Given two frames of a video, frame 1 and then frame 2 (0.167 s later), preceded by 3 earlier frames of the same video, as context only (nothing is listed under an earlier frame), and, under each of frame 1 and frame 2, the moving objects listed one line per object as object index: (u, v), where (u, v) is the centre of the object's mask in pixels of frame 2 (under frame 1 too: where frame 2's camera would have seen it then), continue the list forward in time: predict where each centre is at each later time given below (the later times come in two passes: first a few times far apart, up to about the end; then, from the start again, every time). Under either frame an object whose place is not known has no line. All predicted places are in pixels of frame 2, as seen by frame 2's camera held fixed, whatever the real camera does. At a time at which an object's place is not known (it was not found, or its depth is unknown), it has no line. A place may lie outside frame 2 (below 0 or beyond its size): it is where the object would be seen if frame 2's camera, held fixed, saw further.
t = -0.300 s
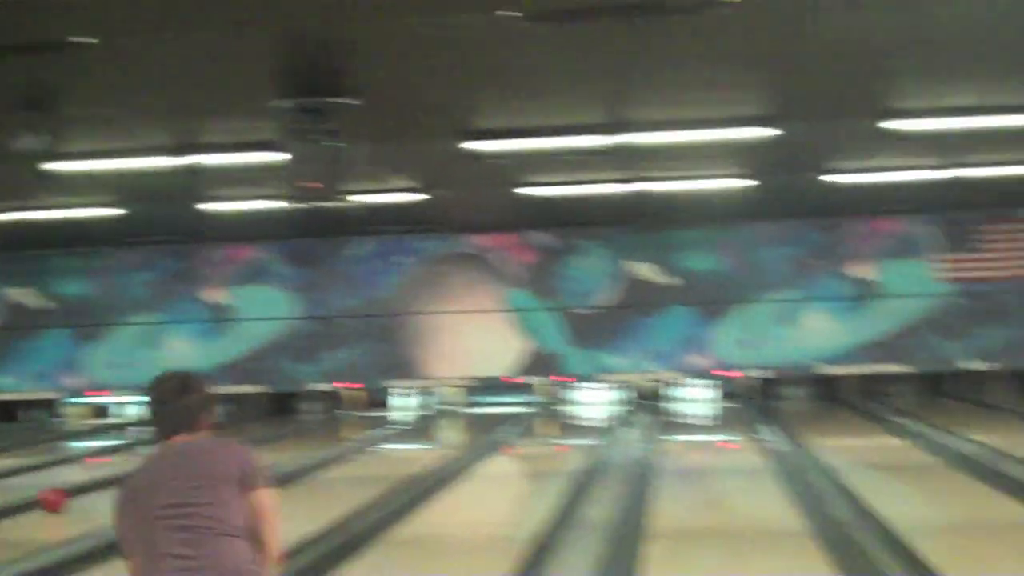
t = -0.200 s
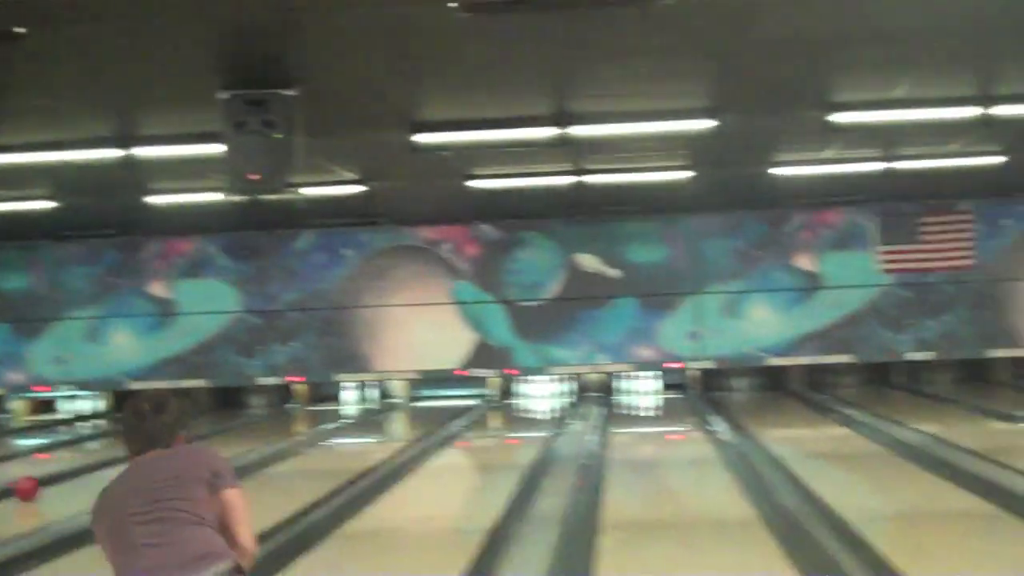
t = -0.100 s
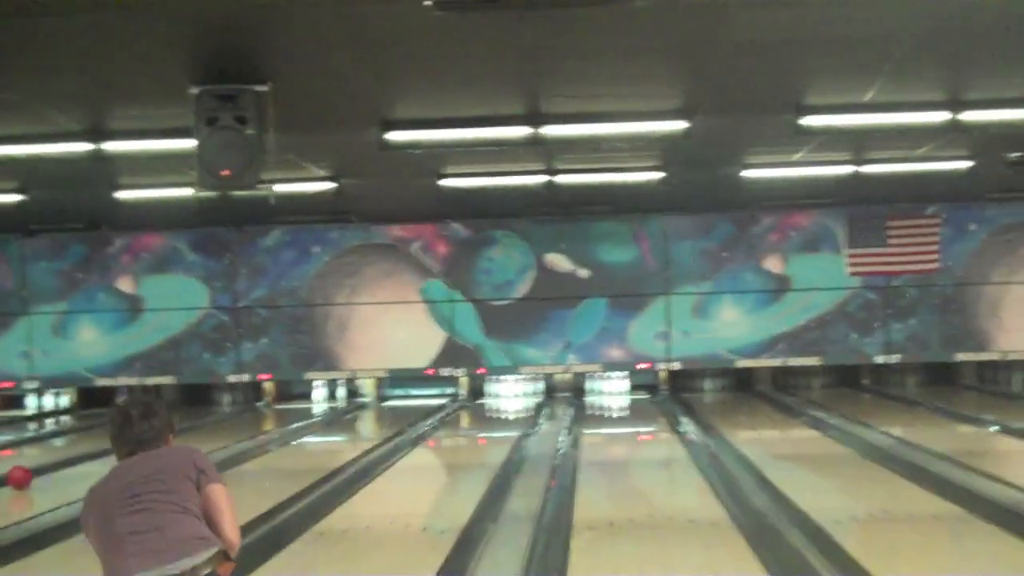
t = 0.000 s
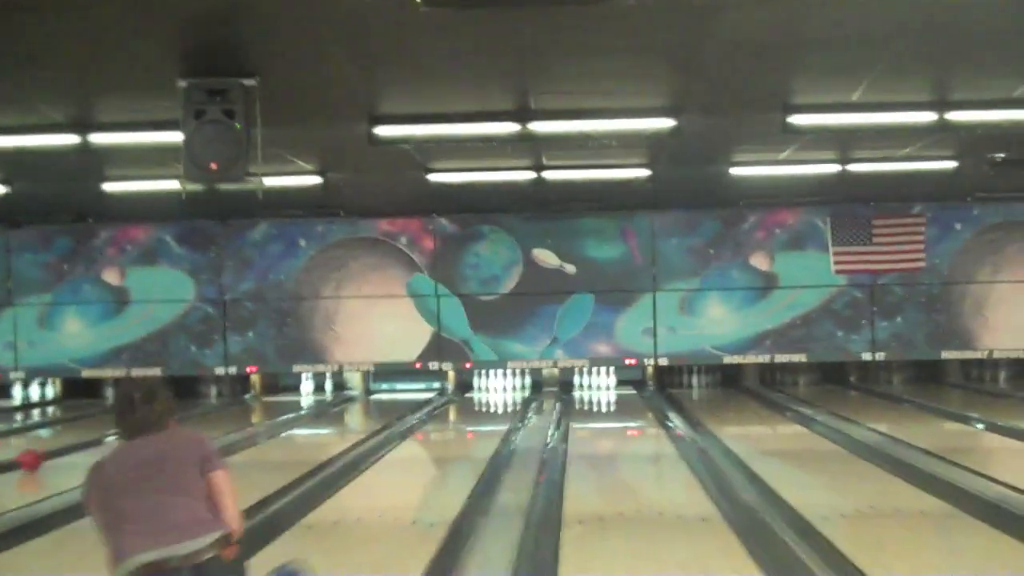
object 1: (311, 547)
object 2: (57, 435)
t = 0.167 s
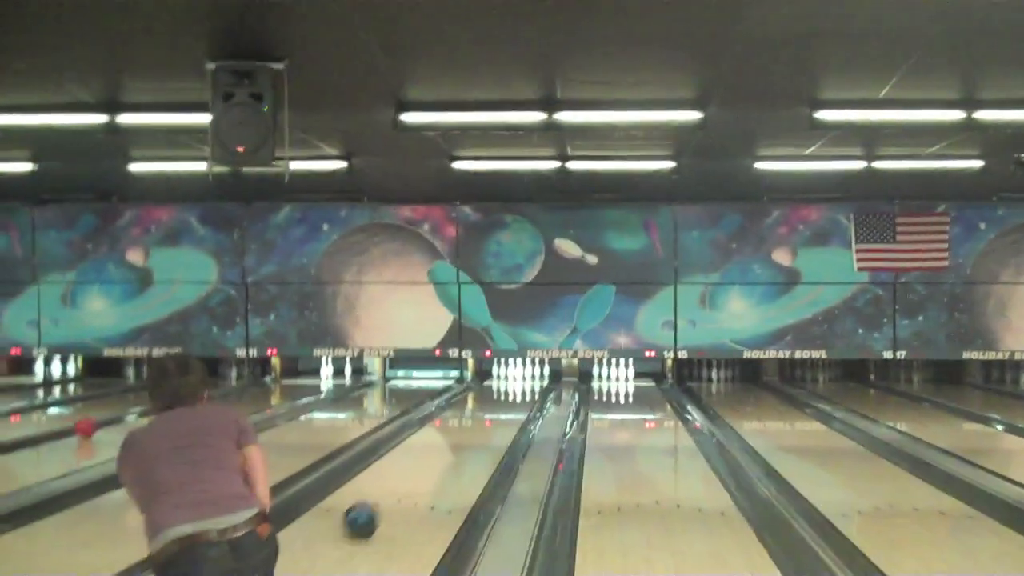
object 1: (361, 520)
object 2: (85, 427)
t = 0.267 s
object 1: (385, 502)
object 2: (103, 425)
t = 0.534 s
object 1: (435, 458)
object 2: (151, 409)
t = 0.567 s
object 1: (439, 454)
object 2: (155, 408)
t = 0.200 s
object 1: (368, 516)
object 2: (90, 428)
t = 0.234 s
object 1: (379, 509)
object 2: (99, 427)
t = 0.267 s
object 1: (385, 502)
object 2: (103, 425)
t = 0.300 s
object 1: (392, 495)
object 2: (111, 423)
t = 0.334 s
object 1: (402, 489)
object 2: (119, 421)
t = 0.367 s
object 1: (408, 482)
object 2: (124, 418)
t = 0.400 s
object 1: (414, 477)
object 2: (131, 416)
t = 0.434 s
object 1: (421, 472)
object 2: (135, 415)
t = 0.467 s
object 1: (424, 468)
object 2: (140, 413)
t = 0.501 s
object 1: (430, 463)
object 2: (146, 412)
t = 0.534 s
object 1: (435, 458)
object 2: (151, 409)
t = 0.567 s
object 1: (439, 454)
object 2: (155, 408)
